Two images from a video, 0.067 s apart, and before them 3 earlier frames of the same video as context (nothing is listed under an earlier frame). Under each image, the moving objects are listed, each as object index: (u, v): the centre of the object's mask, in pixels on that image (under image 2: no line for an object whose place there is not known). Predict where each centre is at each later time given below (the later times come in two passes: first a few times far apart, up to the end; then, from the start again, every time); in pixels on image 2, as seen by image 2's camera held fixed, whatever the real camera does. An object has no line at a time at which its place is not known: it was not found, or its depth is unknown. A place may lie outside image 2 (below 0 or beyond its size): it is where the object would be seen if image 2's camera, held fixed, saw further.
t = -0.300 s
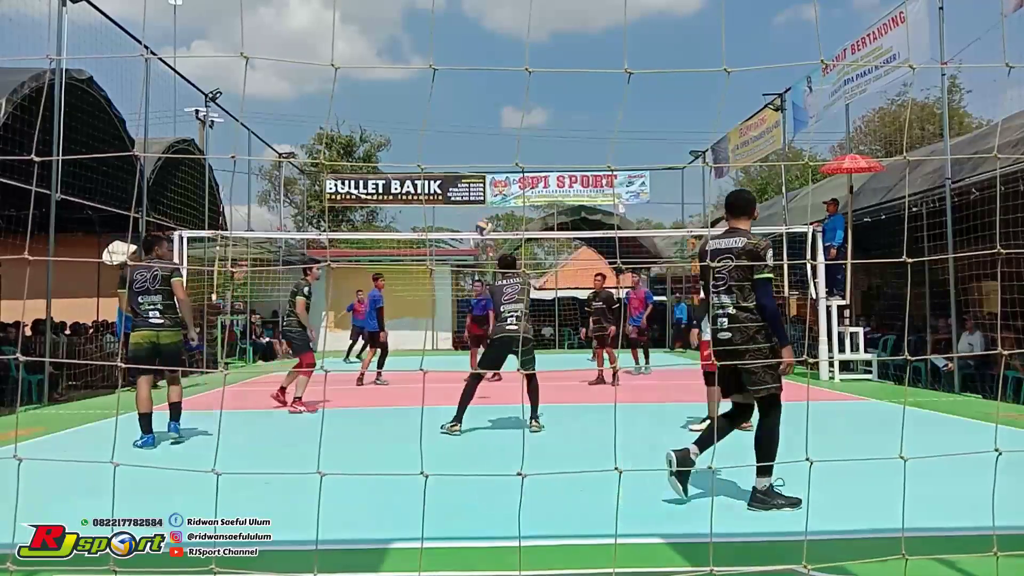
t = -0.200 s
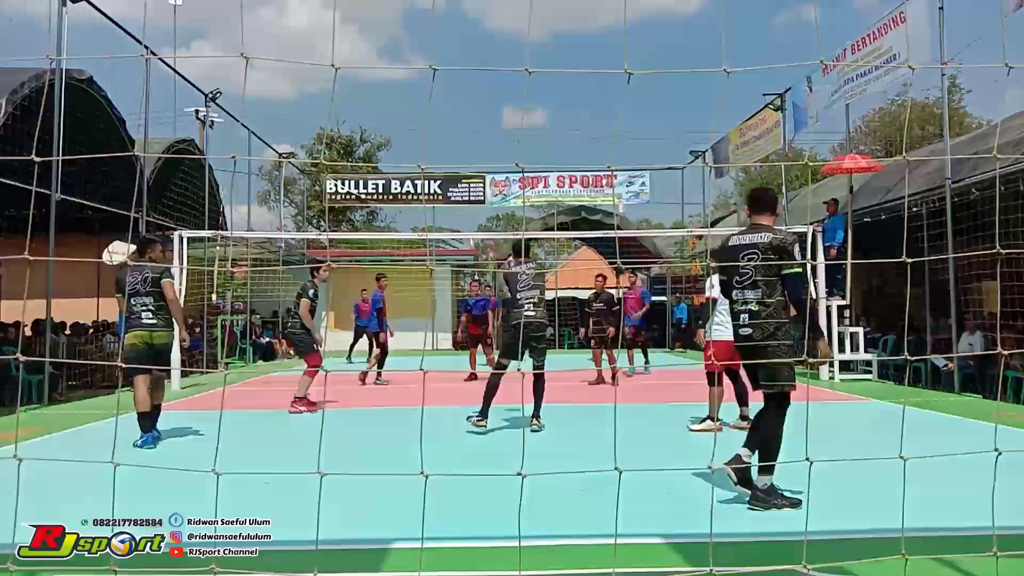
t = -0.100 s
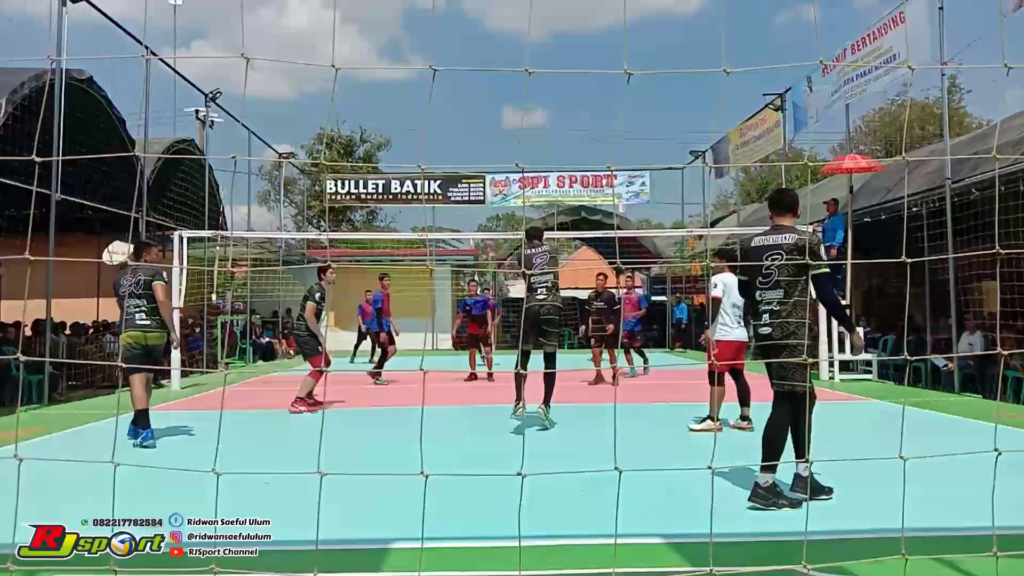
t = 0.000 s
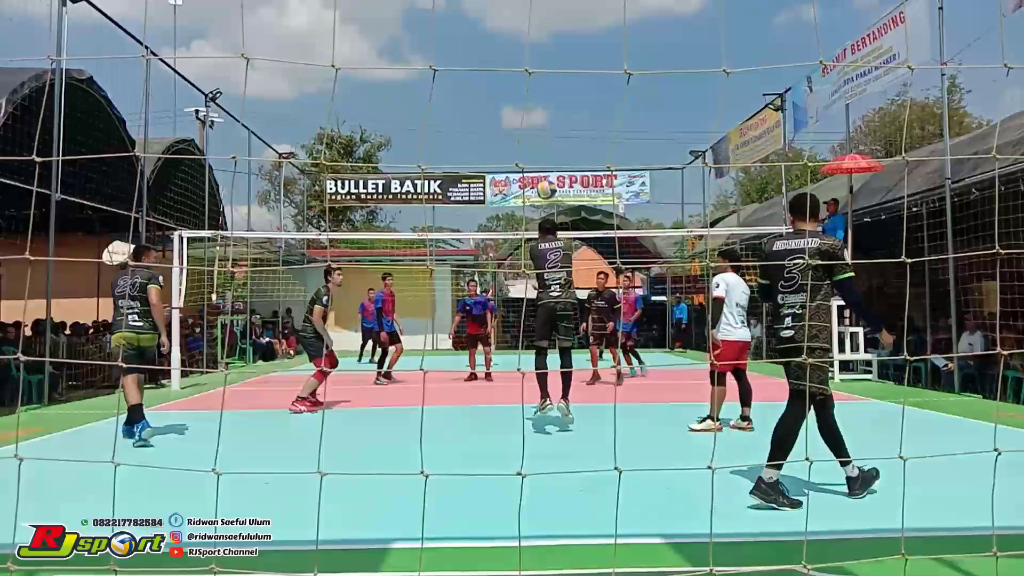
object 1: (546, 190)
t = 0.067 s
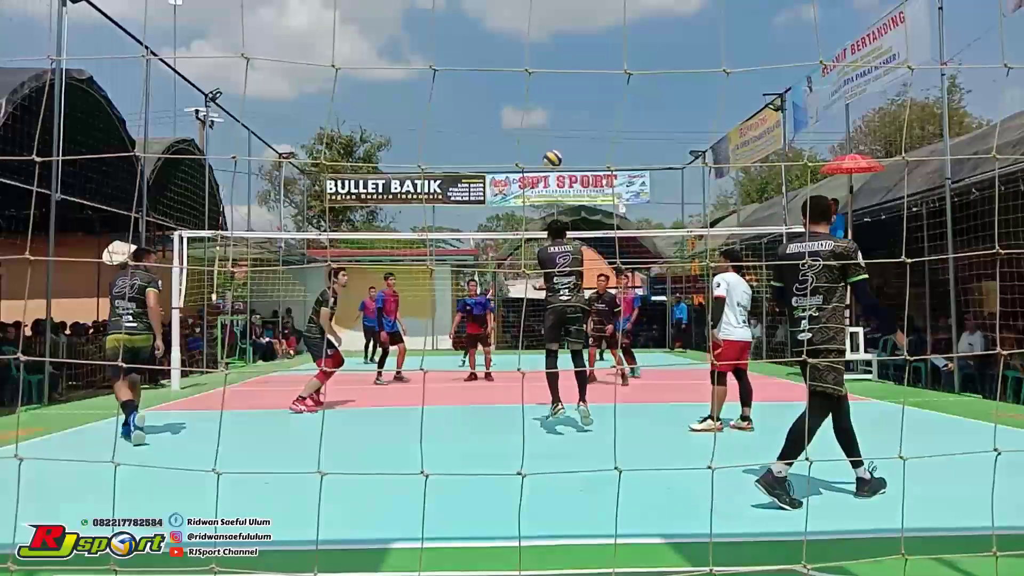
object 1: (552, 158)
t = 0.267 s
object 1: (568, 101)
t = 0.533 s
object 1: (589, 80)
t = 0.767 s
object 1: (605, 108)
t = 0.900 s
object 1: (614, 140)
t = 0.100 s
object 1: (555, 147)
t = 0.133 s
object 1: (557, 135)
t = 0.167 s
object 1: (560, 124)
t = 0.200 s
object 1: (563, 115)
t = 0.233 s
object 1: (566, 107)
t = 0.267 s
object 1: (568, 101)
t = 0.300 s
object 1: (571, 95)
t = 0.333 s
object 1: (573, 89)
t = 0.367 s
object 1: (576, 85)
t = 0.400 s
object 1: (579, 83)
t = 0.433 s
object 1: (581, 80)
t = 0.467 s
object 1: (584, 80)
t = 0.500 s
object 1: (586, 80)
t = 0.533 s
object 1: (589, 80)
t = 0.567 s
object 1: (591, 82)
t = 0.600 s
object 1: (593, 84)
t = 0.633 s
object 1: (596, 87)
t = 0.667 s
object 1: (598, 91)
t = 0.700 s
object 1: (600, 96)
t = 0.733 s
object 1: (602, 102)
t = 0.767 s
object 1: (605, 108)
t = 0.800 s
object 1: (607, 115)
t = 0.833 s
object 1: (609, 123)
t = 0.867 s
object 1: (612, 131)
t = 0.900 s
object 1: (614, 140)
